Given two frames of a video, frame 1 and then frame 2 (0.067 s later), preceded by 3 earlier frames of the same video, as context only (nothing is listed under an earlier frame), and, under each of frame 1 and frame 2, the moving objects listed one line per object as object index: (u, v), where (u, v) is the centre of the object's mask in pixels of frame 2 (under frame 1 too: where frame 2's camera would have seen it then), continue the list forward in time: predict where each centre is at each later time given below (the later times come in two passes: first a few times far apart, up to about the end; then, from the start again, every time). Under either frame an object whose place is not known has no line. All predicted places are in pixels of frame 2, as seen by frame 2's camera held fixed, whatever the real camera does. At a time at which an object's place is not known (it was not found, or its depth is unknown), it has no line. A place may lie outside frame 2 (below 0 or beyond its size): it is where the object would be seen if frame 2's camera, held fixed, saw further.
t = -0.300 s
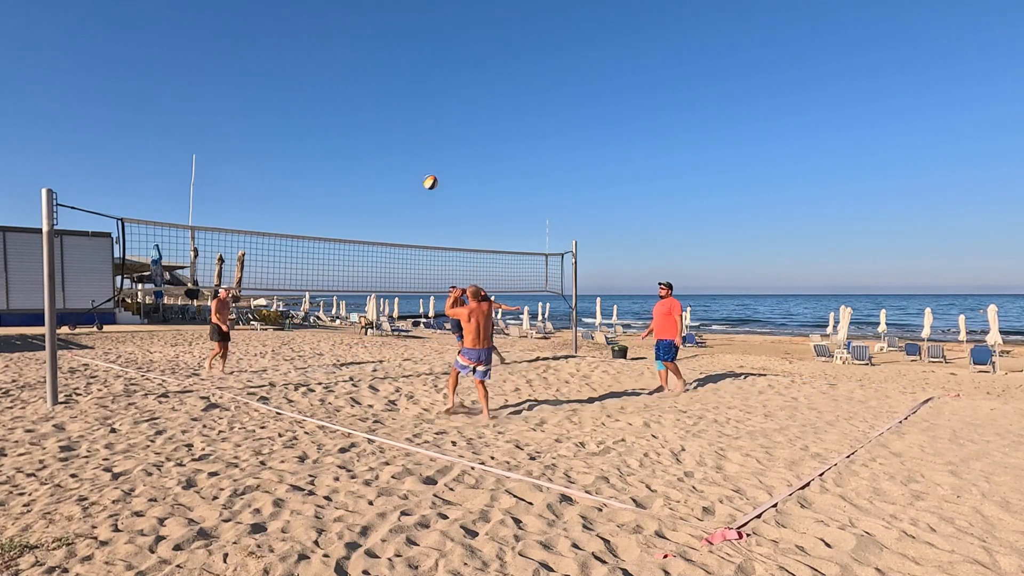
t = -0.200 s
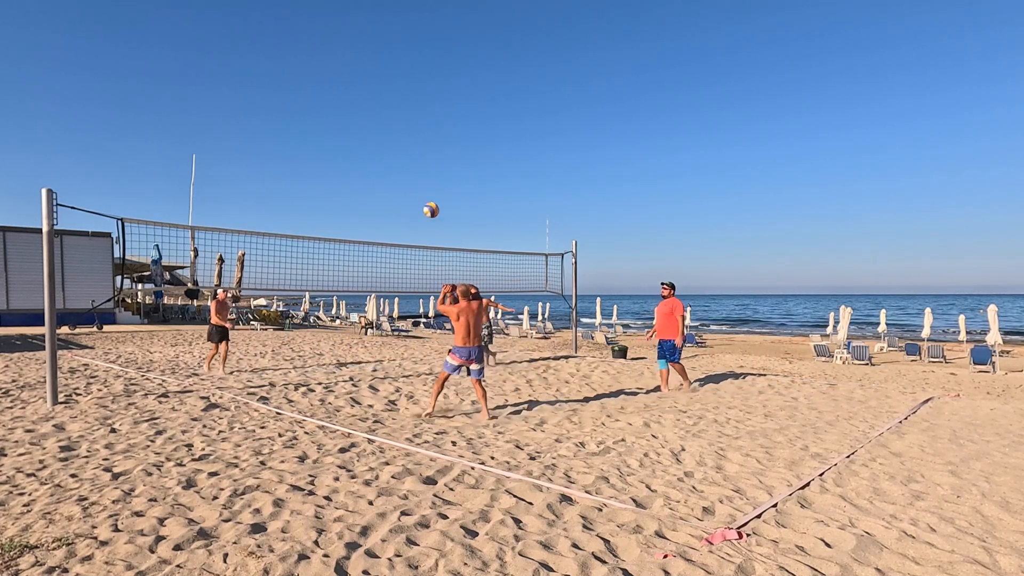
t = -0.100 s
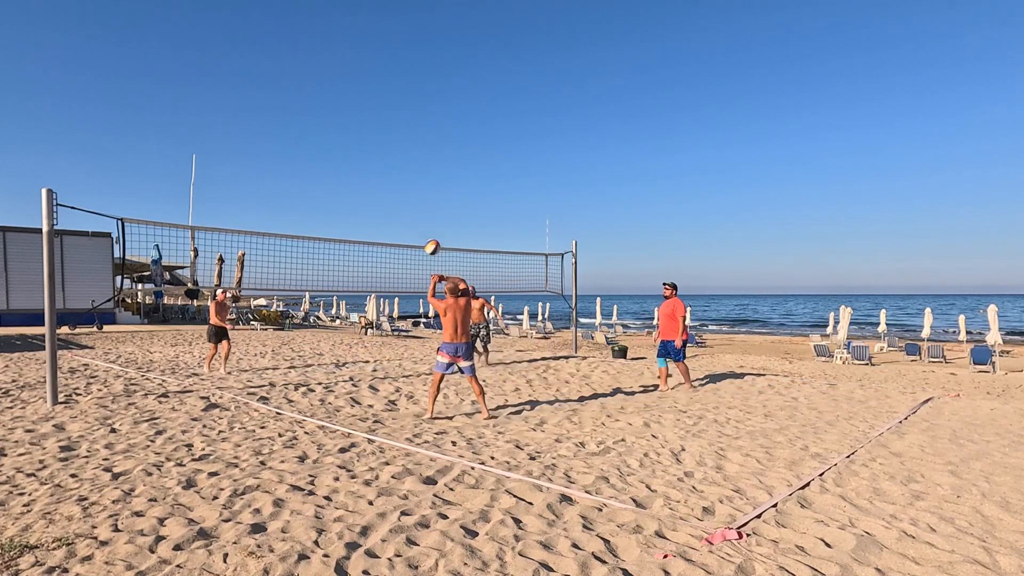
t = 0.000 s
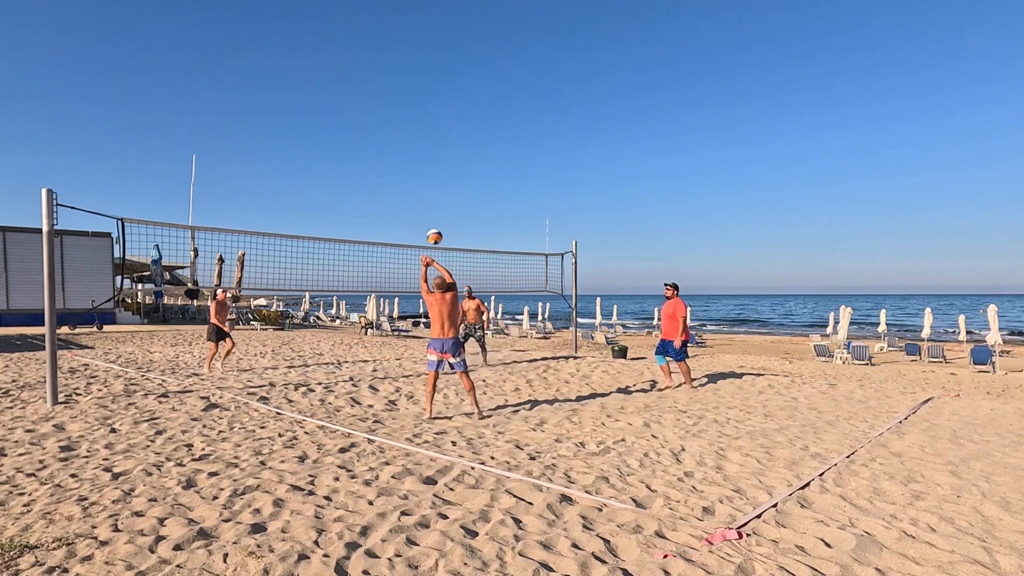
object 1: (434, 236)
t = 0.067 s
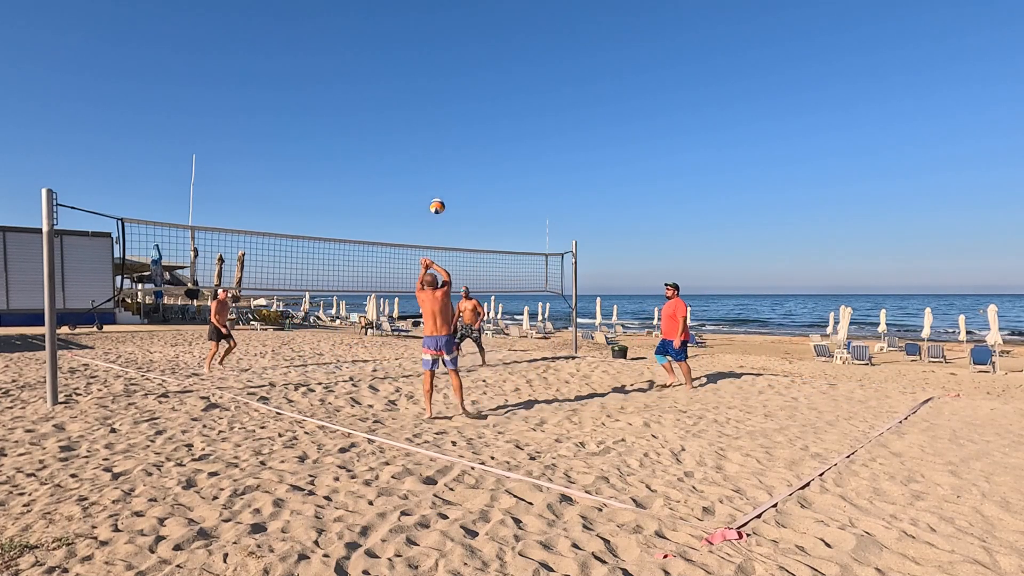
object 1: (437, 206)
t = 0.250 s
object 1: (443, 146)
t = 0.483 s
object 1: (450, 113)
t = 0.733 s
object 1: (456, 117)
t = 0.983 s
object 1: (461, 151)
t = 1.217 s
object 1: (465, 203)
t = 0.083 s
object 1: (437, 199)
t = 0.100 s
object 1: (438, 193)
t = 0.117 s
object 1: (439, 186)
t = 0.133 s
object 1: (439, 181)
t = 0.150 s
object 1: (440, 175)
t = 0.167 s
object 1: (440, 170)
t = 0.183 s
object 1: (440, 165)
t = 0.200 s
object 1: (441, 160)
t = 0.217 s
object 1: (441, 155)
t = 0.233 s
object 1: (442, 151)
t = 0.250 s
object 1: (443, 146)
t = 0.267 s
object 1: (443, 143)
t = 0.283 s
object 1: (443, 139)
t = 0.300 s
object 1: (444, 136)
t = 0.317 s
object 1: (445, 133)
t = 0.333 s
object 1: (445, 130)
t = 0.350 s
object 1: (446, 127)
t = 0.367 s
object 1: (446, 125)
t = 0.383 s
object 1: (447, 122)
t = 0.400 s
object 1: (447, 121)
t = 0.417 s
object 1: (448, 119)
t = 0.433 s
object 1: (448, 117)
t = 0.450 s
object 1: (449, 116)
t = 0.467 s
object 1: (449, 114)
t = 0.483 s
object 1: (450, 113)
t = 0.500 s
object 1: (450, 112)
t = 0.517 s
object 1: (451, 112)
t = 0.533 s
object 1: (451, 111)
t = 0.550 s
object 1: (452, 111)
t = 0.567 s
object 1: (452, 111)
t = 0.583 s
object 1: (452, 110)
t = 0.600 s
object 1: (453, 111)
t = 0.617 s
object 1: (453, 111)
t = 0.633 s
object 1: (454, 112)
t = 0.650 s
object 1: (454, 112)
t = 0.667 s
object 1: (454, 113)
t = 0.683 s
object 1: (455, 114)
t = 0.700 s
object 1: (455, 115)
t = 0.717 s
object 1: (455, 116)
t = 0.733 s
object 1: (456, 117)
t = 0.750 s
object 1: (456, 119)
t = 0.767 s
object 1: (456, 120)
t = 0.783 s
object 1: (457, 122)
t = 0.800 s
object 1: (457, 123)
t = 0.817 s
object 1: (457, 125)
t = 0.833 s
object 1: (458, 127)
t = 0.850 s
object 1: (458, 130)
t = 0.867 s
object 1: (458, 132)
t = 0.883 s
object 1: (459, 134)
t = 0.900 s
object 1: (459, 137)
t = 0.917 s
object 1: (459, 139)
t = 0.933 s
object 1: (460, 142)
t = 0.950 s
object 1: (460, 145)
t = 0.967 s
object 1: (460, 148)
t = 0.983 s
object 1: (461, 151)
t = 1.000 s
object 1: (461, 154)
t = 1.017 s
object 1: (461, 157)
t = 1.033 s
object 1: (462, 161)
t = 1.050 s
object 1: (462, 164)
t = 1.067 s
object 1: (462, 168)
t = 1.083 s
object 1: (463, 171)
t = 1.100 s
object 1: (463, 175)
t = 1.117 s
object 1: (463, 179)
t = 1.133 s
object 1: (463, 183)
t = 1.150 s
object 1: (463, 186)
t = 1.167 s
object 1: (464, 191)
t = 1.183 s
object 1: (464, 195)
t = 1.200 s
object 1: (464, 199)
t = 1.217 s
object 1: (465, 203)
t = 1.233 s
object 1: (465, 207)
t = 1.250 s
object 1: (465, 212)
